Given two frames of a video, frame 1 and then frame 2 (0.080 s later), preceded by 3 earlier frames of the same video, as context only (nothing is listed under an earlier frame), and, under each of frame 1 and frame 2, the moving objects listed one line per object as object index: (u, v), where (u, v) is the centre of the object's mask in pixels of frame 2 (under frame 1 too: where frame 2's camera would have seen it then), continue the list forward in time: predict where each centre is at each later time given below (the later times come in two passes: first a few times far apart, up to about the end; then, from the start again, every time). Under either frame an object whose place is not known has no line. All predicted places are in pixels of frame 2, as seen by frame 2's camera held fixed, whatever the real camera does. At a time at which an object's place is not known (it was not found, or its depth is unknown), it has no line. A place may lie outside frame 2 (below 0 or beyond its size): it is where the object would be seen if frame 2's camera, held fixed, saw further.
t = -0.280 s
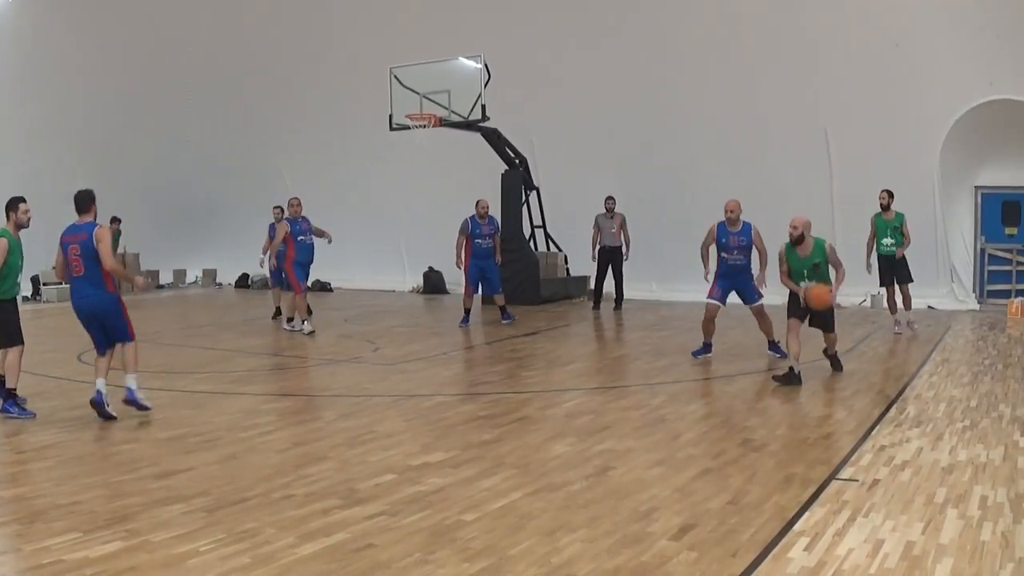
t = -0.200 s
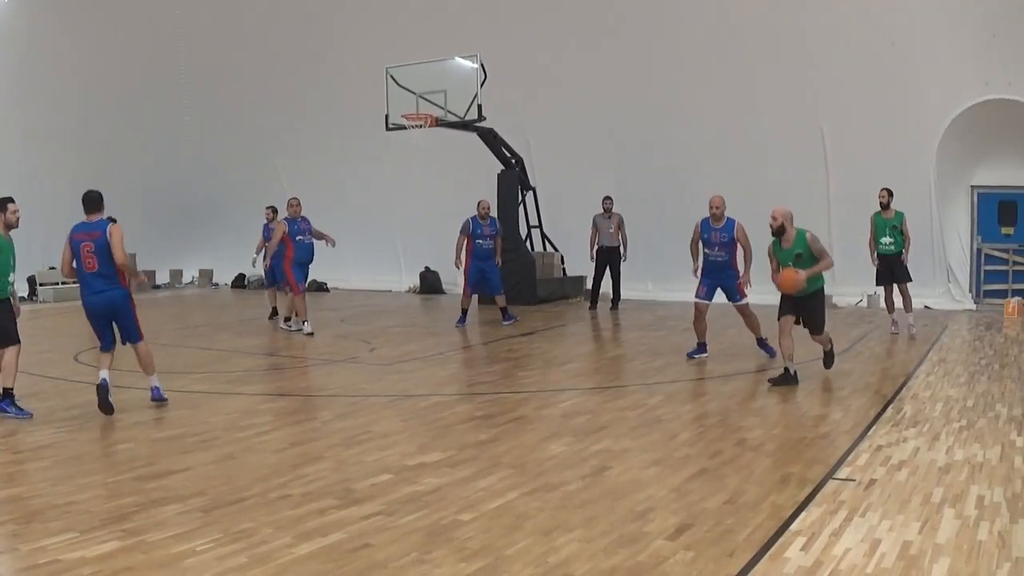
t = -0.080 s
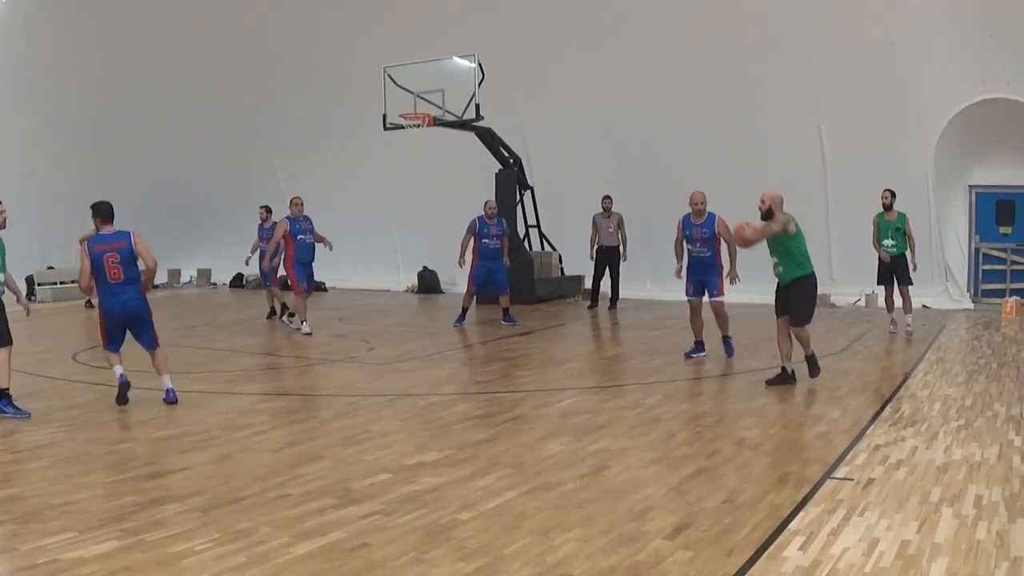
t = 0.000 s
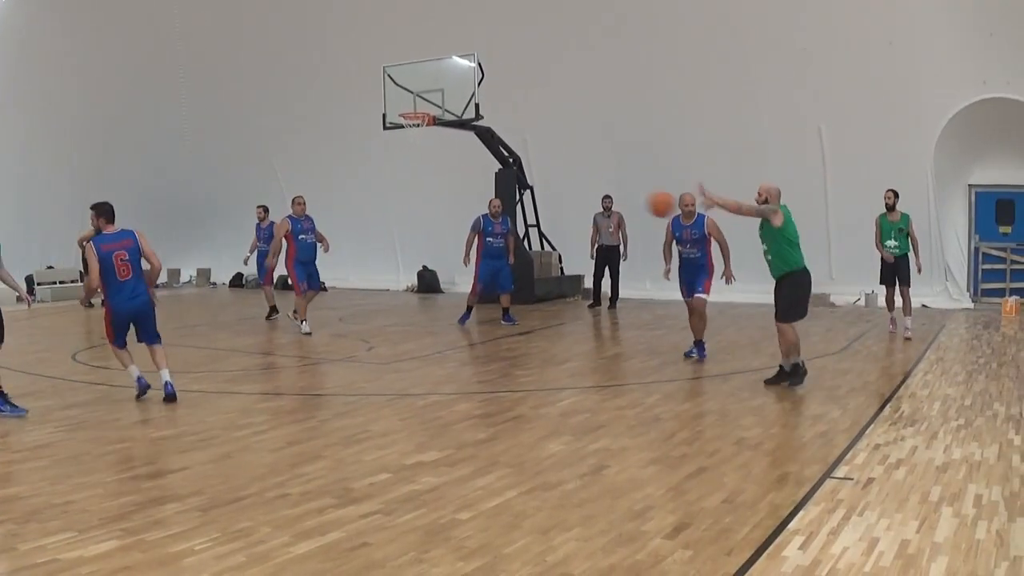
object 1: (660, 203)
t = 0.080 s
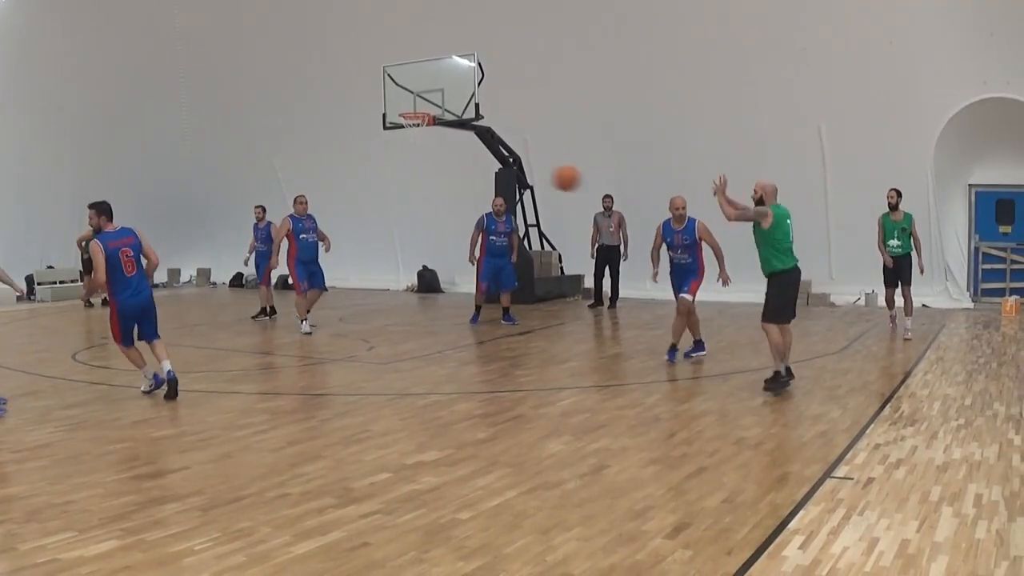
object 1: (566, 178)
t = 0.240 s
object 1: (390, 148)
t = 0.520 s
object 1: (140, 160)
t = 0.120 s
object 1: (518, 167)
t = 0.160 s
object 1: (475, 159)
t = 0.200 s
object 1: (432, 153)
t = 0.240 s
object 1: (390, 148)
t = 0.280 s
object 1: (349, 146)
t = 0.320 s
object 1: (311, 144)
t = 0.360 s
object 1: (274, 144)
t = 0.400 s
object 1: (238, 147)
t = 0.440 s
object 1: (205, 150)
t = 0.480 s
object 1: (172, 154)
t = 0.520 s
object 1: (140, 160)
